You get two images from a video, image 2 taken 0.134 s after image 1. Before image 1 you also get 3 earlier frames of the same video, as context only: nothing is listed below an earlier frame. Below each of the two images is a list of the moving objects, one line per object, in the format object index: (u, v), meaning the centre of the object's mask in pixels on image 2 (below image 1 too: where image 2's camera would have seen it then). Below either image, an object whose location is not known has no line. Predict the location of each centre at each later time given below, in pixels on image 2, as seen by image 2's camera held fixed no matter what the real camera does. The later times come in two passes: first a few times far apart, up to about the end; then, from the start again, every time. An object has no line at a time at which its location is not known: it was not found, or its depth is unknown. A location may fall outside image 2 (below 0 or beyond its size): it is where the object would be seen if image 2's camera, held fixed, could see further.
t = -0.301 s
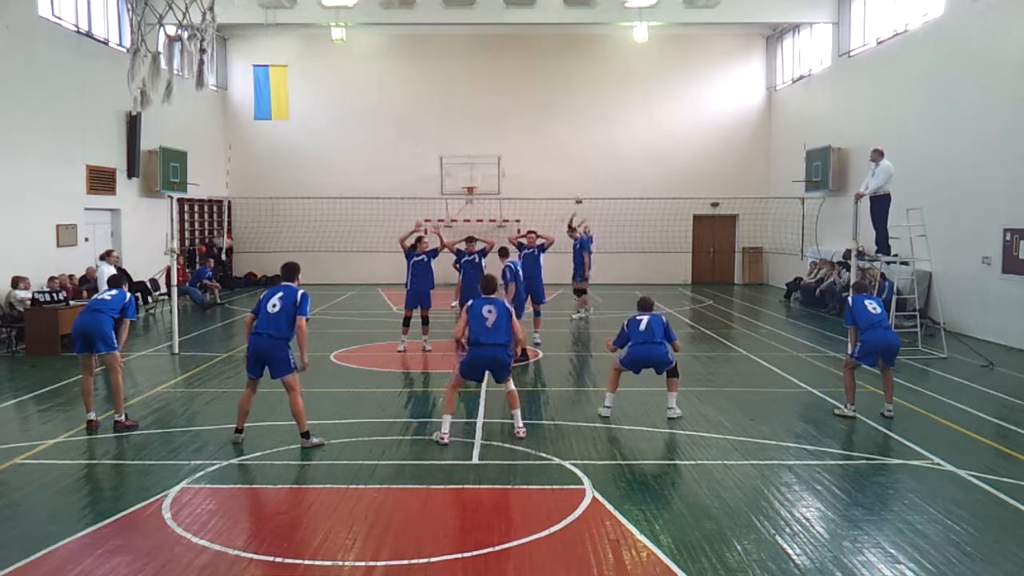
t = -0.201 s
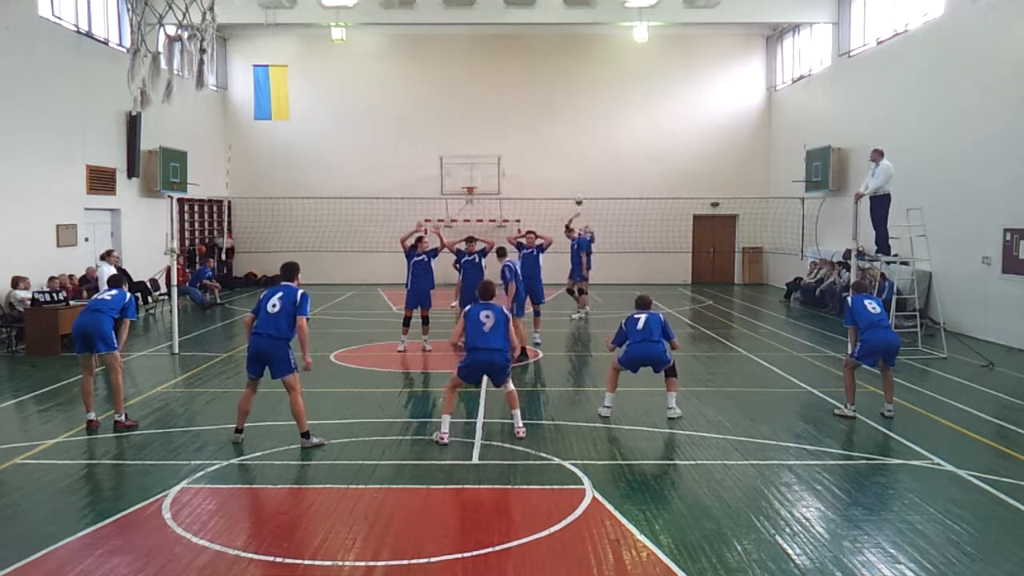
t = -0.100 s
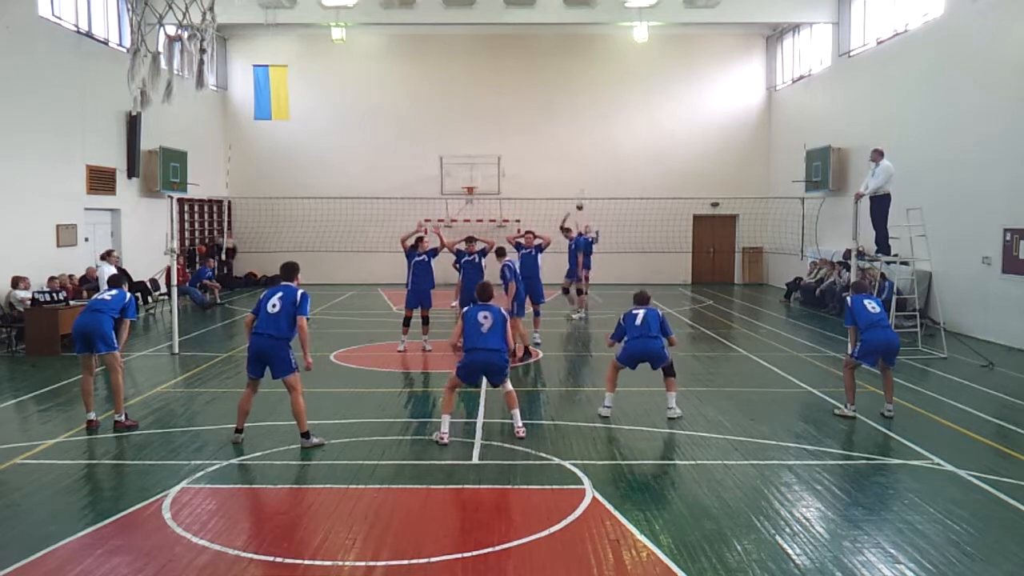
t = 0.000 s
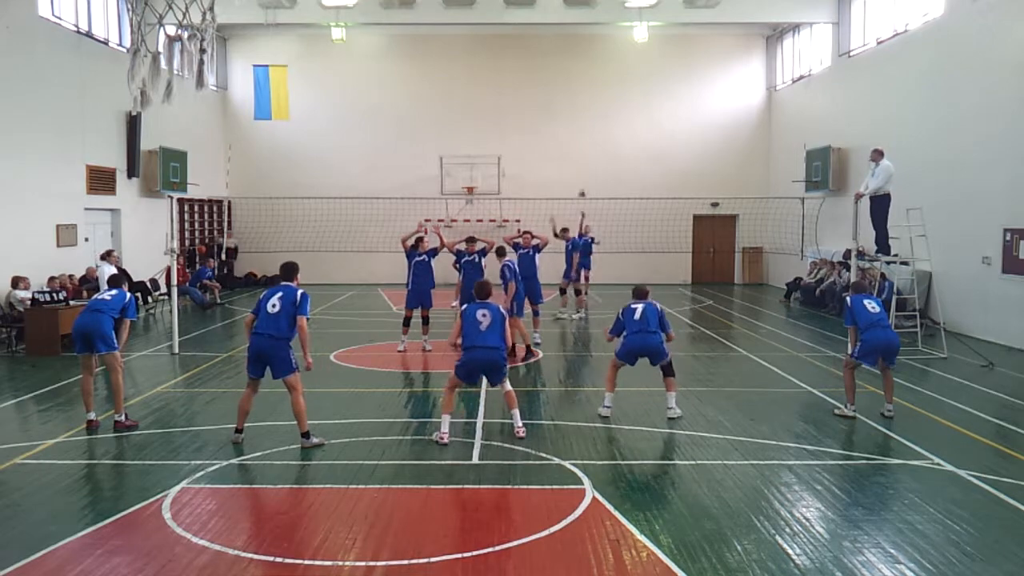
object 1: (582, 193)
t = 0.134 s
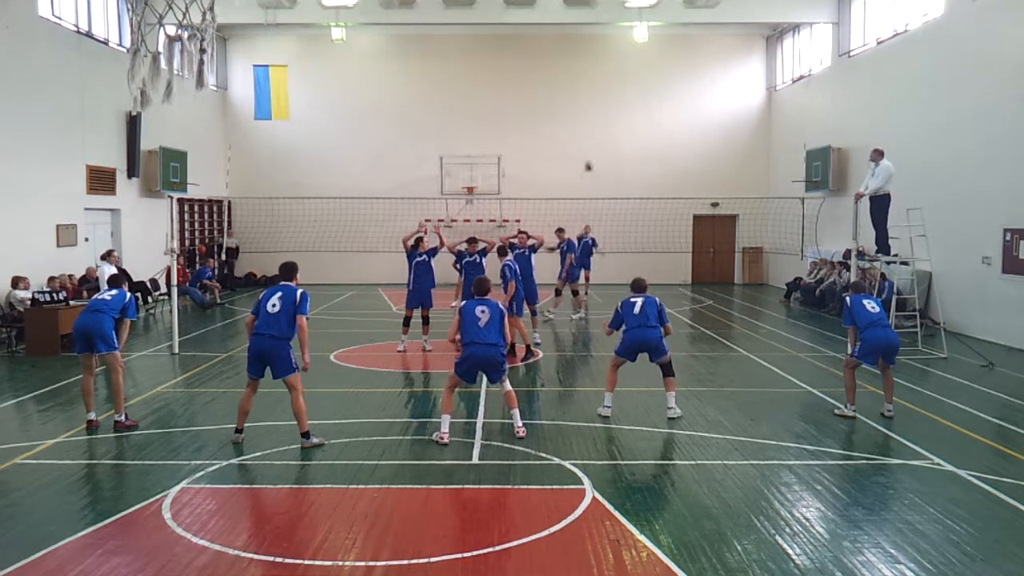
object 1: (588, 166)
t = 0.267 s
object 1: (598, 142)
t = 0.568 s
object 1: (636, 108)
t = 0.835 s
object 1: (693, 122)
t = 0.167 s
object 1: (590, 160)
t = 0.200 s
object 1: (593, 154)
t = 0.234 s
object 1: (595, 148)
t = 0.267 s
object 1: (598, 142)
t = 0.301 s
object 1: (601, 136)
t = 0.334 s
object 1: (604, 131)
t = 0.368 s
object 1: (608, 126)
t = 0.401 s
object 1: (612, 122)
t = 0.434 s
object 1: (616, 118)
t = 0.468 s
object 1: (620, 115)
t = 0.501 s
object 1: (625, 112)
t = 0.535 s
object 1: (630, 110)
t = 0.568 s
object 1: (636, 108)
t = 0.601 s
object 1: (641, 107)
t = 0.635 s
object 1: (648, 106)
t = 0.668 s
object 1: (654, 107)
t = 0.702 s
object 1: (662, 108)
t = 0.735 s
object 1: (669, 110)
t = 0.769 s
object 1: (677, 113)
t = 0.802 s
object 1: (685, 117)
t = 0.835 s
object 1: (693, 122)
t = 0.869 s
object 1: (701, 128)
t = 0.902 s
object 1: (710, 136)
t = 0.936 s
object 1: (720, 146)
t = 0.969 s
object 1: (730, 156)
